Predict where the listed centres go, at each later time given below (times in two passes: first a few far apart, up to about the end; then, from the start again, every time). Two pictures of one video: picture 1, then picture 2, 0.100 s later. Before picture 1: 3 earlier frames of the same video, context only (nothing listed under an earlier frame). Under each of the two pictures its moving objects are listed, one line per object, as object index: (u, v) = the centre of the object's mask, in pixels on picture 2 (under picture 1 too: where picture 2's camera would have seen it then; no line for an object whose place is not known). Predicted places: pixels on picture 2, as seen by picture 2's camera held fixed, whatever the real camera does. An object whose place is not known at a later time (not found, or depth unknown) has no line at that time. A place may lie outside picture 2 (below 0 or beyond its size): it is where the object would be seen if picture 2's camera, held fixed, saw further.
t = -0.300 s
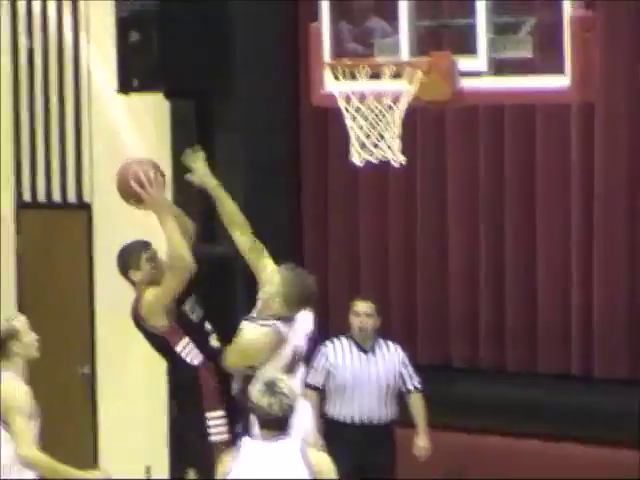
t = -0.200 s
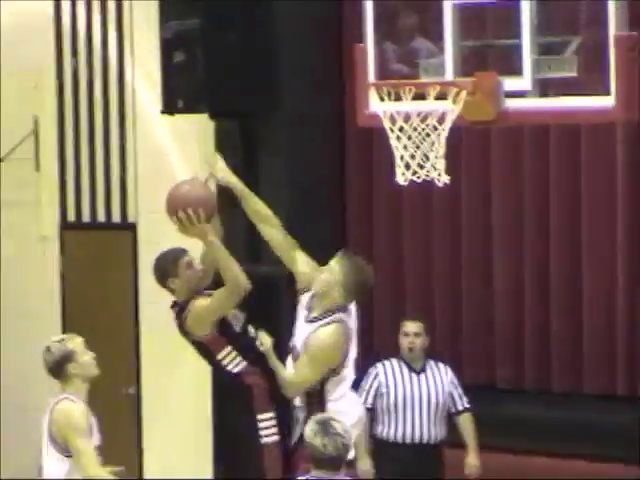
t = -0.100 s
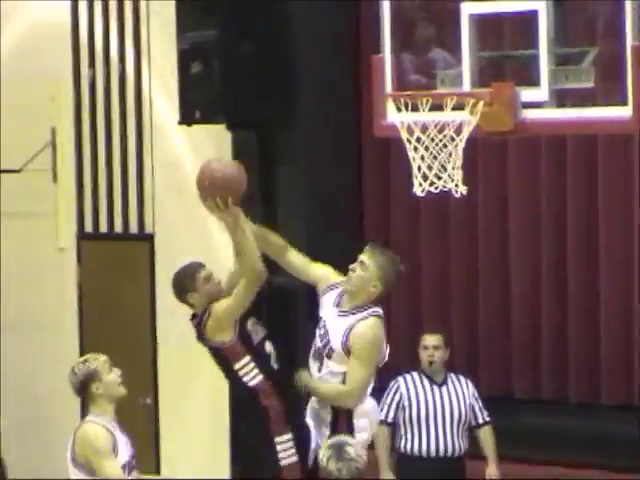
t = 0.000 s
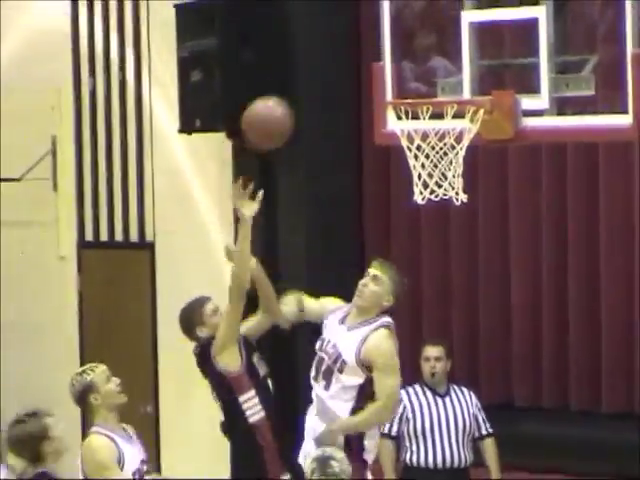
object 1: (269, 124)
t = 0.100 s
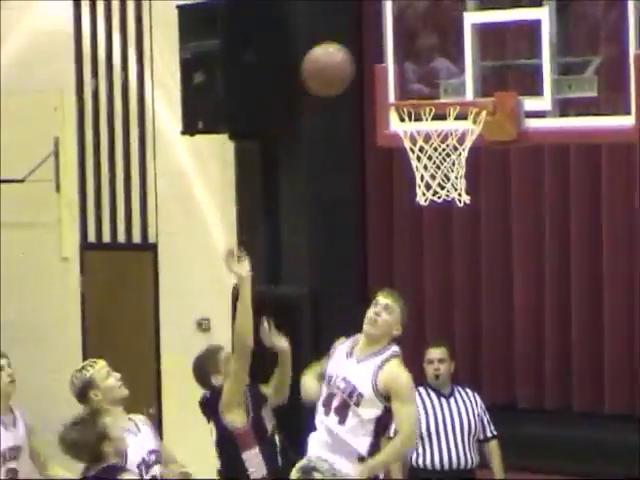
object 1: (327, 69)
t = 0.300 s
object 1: (443, 22)
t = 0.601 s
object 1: (435, 124)
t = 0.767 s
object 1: (406, 205)
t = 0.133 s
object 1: (347, 56)
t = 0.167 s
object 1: (365, 44)
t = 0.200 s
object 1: (385, 36)
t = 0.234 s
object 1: (406, 29)
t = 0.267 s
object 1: (424, 24)
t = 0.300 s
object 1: (443, 22)
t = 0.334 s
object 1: (463, 22)
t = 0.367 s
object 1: (466, 27)
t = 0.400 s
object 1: (461, 35)
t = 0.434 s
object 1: (459, 45)
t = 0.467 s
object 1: (455, 57)
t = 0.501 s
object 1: (451, 72)
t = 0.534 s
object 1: (447, 83)
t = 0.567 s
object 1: (440, 102)
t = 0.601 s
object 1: (435, 124)
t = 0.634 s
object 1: (425, 141)
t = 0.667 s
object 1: (418, 155)
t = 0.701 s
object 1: (413, 190)
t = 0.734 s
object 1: (409, 194)
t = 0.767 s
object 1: (406, 205)
